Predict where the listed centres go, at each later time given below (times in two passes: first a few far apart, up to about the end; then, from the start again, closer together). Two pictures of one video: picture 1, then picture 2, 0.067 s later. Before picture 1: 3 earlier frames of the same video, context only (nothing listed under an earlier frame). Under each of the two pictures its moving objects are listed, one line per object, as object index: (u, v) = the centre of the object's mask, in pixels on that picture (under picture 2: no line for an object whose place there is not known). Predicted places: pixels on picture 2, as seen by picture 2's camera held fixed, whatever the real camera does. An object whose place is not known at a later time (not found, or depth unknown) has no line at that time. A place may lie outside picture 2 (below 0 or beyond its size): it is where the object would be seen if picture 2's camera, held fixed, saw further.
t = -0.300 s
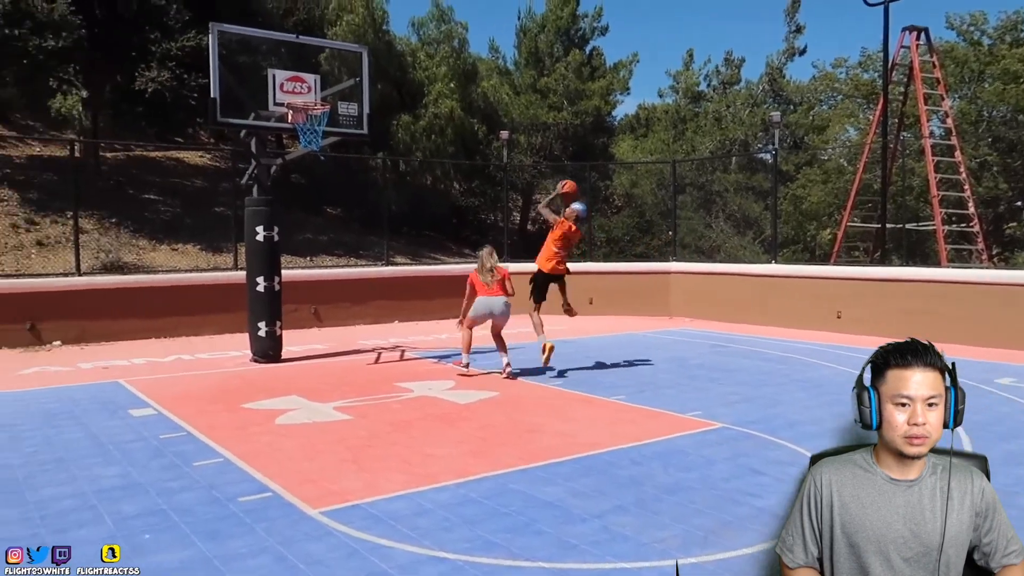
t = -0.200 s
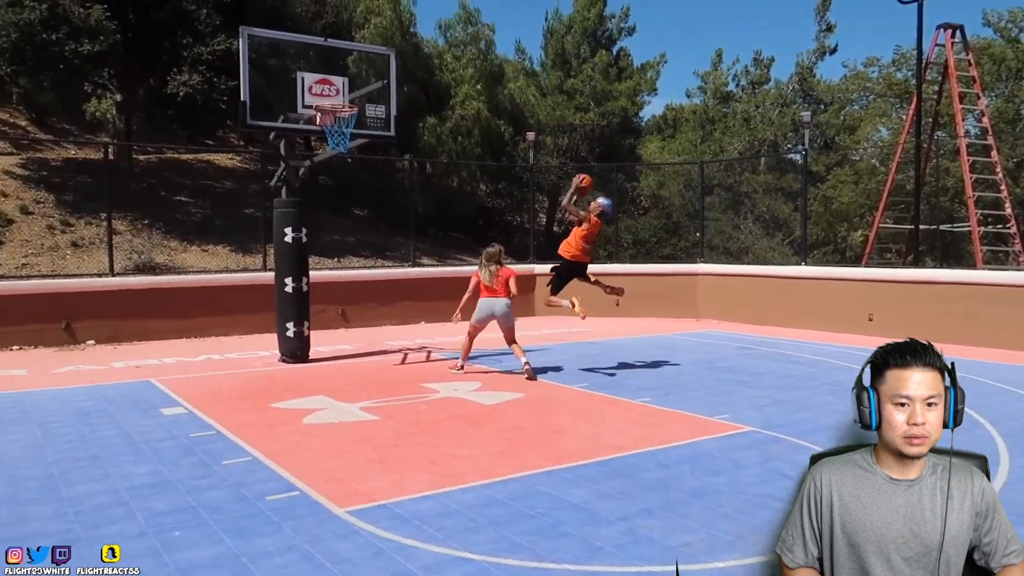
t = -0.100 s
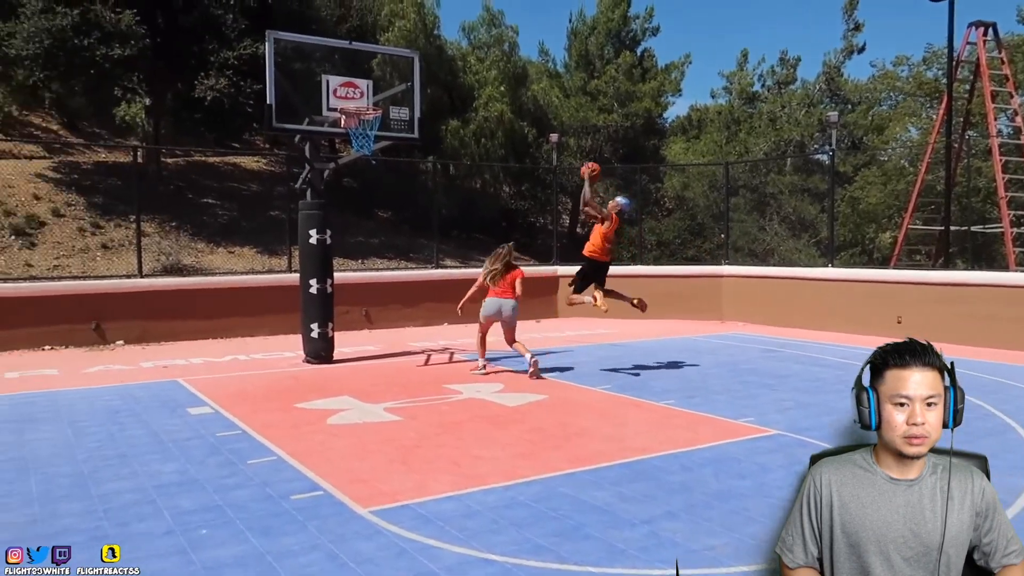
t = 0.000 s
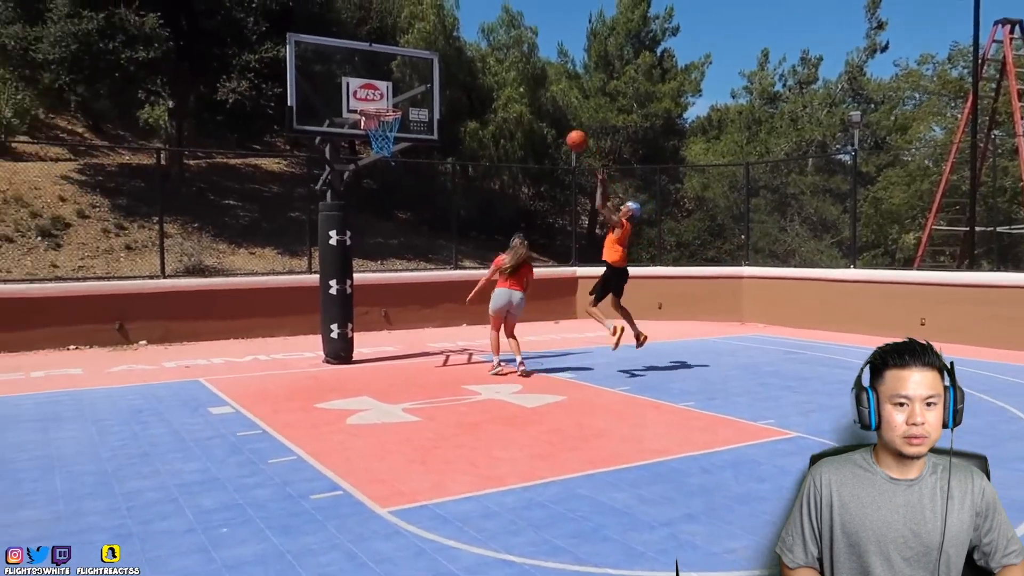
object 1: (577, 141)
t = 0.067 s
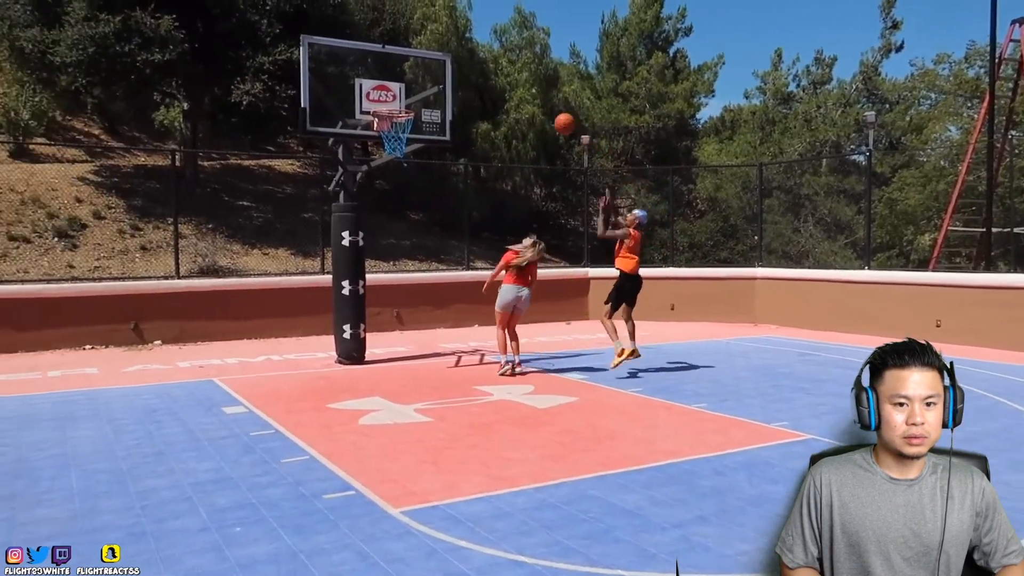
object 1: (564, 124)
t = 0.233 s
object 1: (504, 96)
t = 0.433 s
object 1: (433, 95)
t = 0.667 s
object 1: (390, 90)
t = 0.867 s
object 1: (391, 93)
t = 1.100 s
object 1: (394, 127)
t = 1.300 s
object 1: (393, 144)
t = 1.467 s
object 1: (392, 167)
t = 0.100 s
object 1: (552, 116)
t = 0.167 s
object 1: (529, 103)
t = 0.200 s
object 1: (516, 99)
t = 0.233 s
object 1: (504, 96)
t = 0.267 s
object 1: (492, 94)
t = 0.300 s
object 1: (480, 92)
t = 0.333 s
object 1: (468, 91)
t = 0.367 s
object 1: (457, 92)
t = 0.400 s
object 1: (445, 93)
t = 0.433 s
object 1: (433, 95)
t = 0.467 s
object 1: (421, 98)
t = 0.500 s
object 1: (409, 101)
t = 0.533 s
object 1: (402, 101)
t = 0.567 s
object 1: (397, 98)
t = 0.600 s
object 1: (392, 96)
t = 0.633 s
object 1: (390, 93)
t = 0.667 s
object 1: (390, 90)
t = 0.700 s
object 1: (390, 88)
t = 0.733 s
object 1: (390, 87)
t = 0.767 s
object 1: (390, 88)
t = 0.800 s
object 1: (390, 89)
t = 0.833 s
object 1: (391, 90)
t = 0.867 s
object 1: (391, 93)
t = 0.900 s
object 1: (391, 98)
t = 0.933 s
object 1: (392, 100)
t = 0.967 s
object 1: (392, 103)
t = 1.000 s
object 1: (393, 114)
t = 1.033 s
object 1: (394, 119)
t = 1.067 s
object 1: (393, 123)
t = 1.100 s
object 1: (394, 127)
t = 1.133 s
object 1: (395, 133)
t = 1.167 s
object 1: (395, 138)
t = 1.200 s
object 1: (395, 140)
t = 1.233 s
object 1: (393, 141)
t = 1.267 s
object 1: (393, 143)
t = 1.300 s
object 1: (393, 144)
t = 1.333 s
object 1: (394, 148)
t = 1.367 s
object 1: (393, 151)
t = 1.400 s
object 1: (392, 157)
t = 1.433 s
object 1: (392, 162)
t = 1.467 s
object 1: (392, 167)
